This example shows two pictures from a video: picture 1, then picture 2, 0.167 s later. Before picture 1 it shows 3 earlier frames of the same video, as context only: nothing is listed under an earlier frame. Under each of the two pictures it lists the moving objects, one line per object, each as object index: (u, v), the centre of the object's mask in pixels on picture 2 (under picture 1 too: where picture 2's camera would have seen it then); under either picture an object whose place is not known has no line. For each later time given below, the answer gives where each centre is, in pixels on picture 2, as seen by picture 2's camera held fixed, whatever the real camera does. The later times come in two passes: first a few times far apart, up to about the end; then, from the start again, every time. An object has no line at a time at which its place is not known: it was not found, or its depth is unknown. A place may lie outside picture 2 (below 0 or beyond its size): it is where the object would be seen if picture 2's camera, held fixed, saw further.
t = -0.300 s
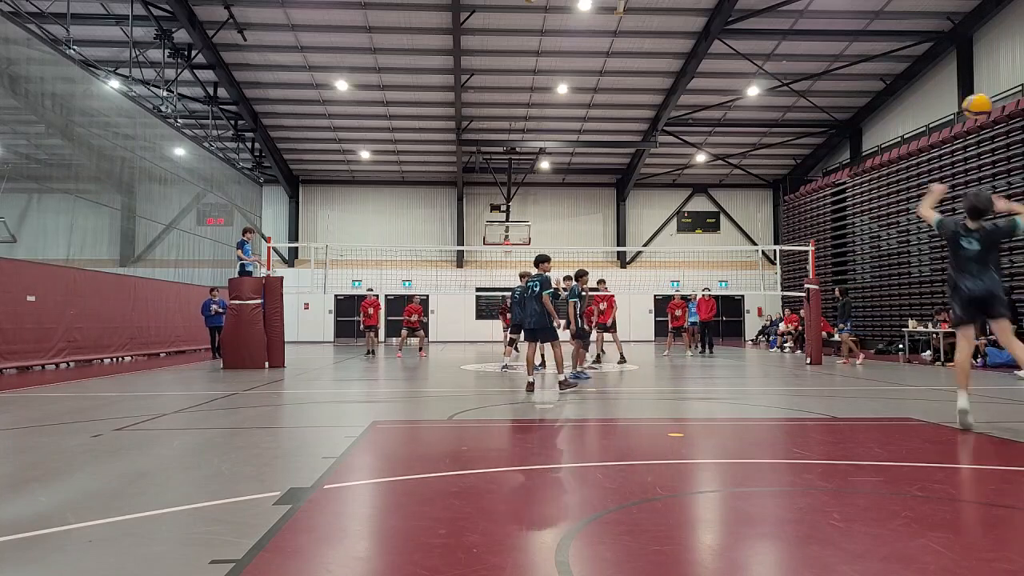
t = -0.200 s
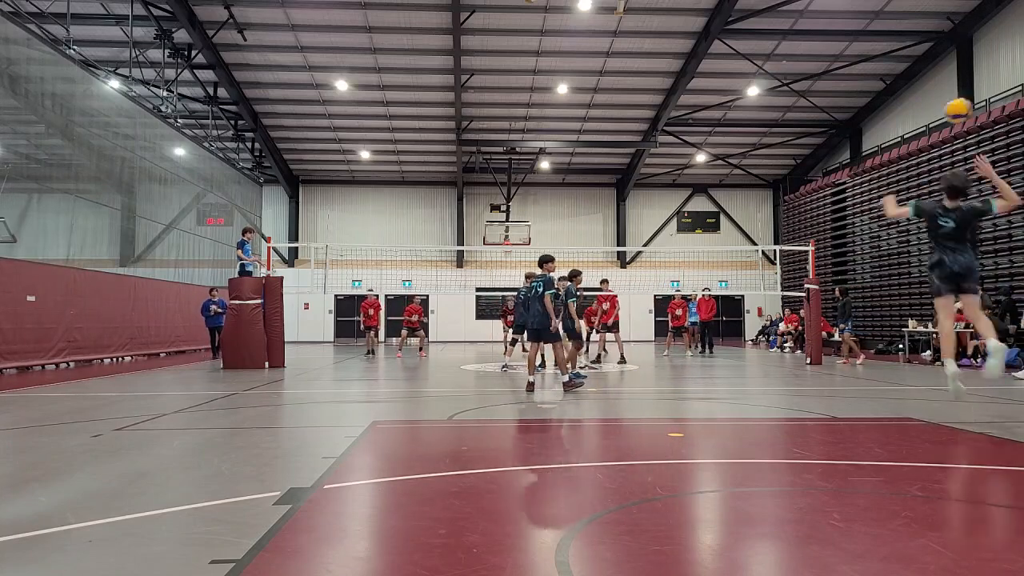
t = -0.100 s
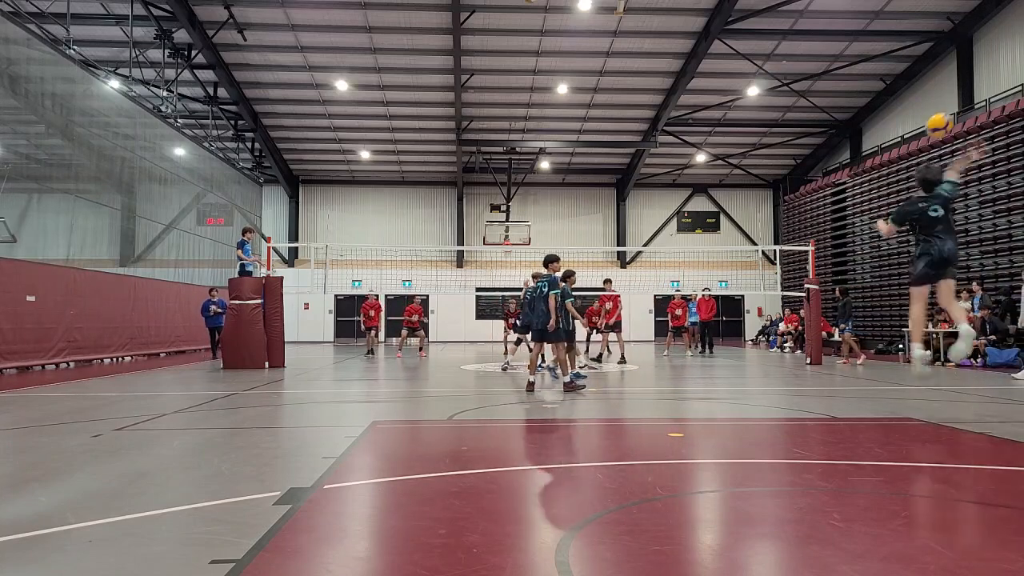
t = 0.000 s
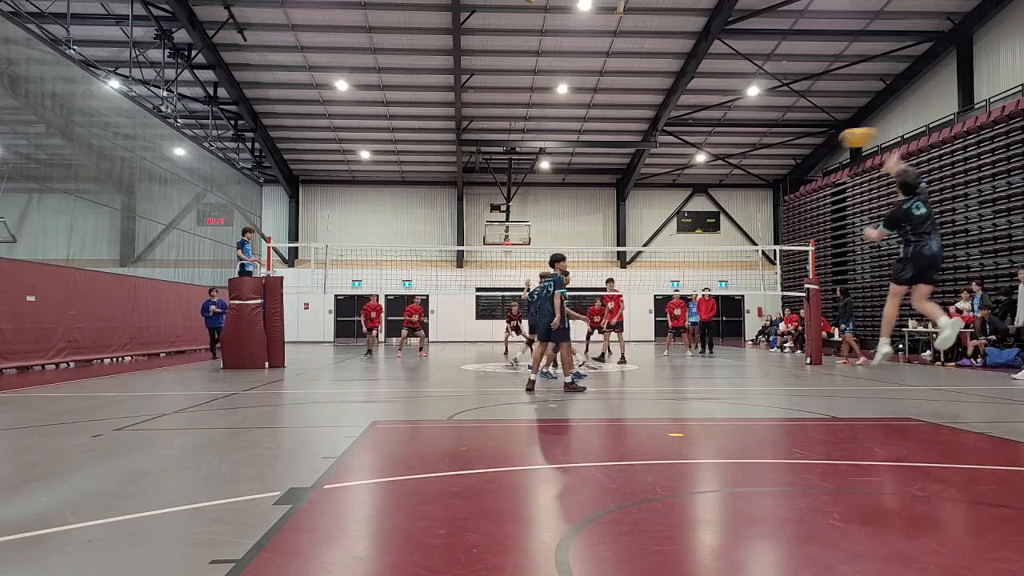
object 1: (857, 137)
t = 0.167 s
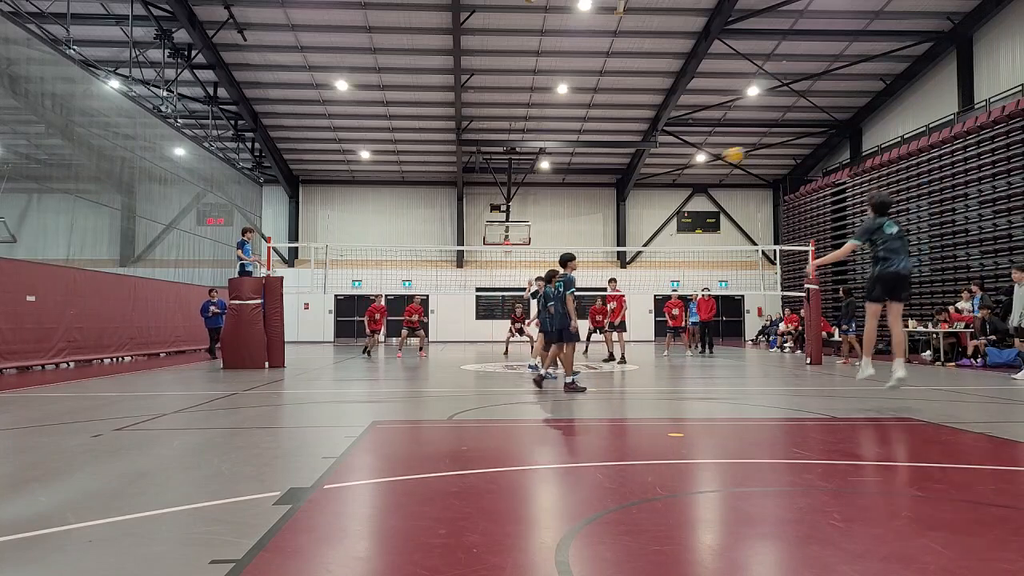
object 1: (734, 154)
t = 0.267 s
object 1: (684, 169)
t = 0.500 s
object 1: (611, 204)
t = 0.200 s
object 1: (717, 158)
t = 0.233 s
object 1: (699, 162)
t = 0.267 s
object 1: (684, 169)
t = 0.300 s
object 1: (672, 174)
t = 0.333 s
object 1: (659, 179)
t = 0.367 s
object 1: (648, 184)
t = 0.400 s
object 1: (638, 188)
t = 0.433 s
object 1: (628, 194)
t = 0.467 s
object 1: (620, 199)
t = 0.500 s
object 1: (611, 204)
